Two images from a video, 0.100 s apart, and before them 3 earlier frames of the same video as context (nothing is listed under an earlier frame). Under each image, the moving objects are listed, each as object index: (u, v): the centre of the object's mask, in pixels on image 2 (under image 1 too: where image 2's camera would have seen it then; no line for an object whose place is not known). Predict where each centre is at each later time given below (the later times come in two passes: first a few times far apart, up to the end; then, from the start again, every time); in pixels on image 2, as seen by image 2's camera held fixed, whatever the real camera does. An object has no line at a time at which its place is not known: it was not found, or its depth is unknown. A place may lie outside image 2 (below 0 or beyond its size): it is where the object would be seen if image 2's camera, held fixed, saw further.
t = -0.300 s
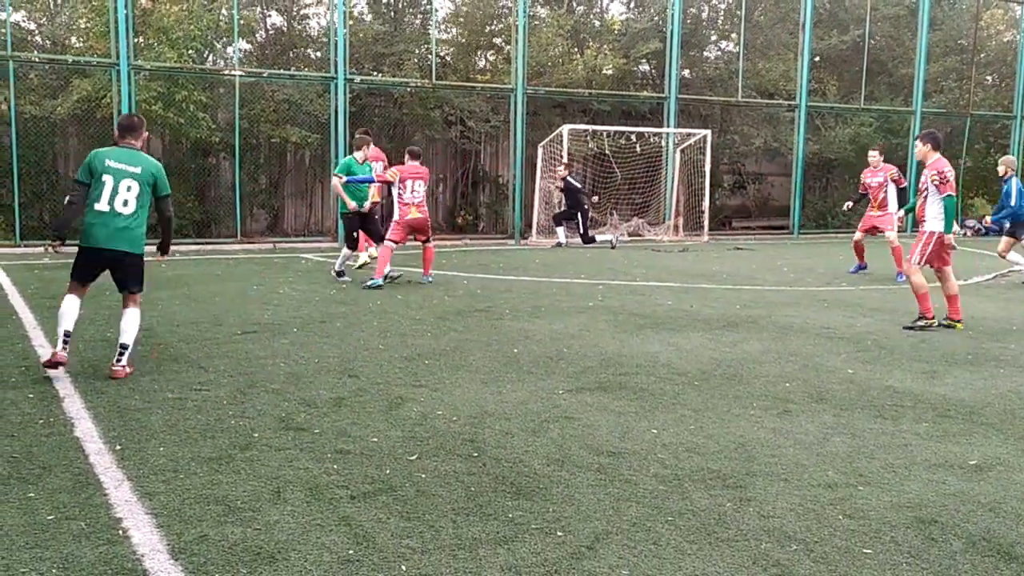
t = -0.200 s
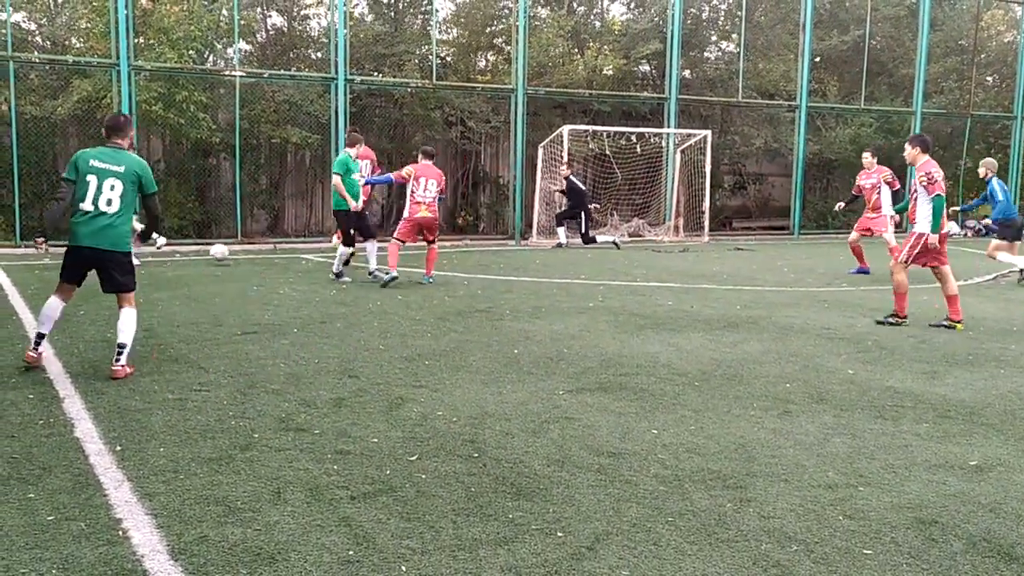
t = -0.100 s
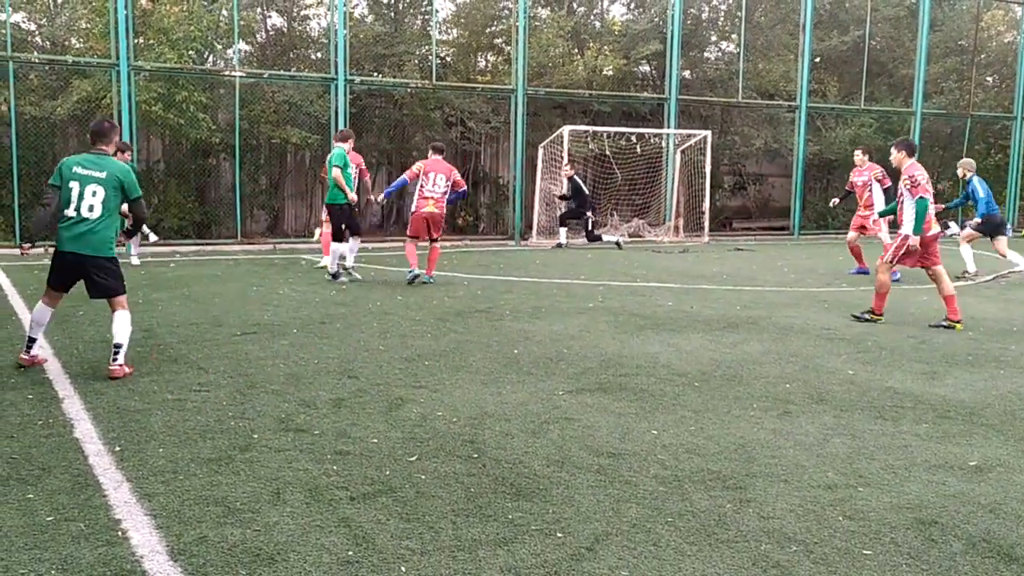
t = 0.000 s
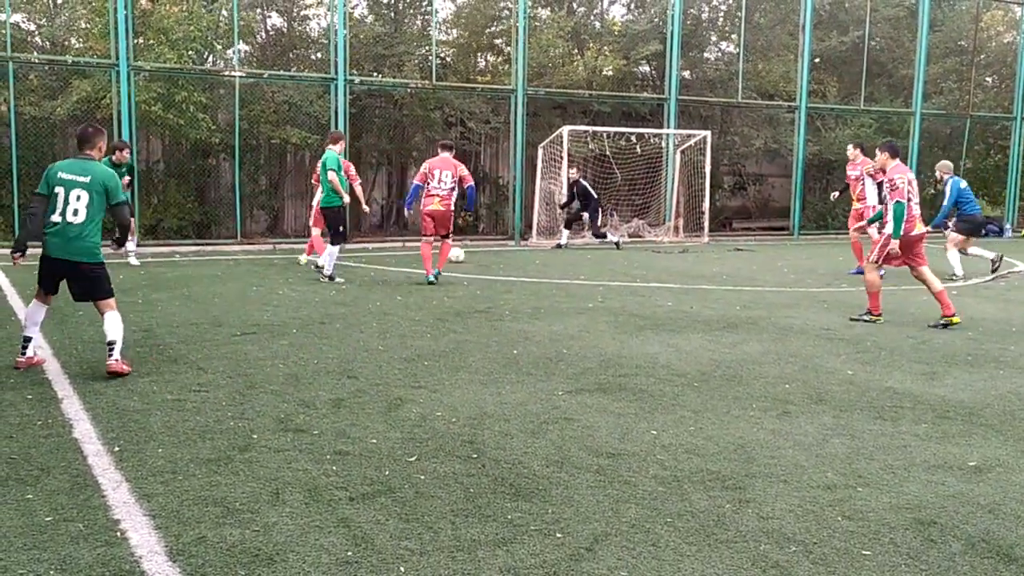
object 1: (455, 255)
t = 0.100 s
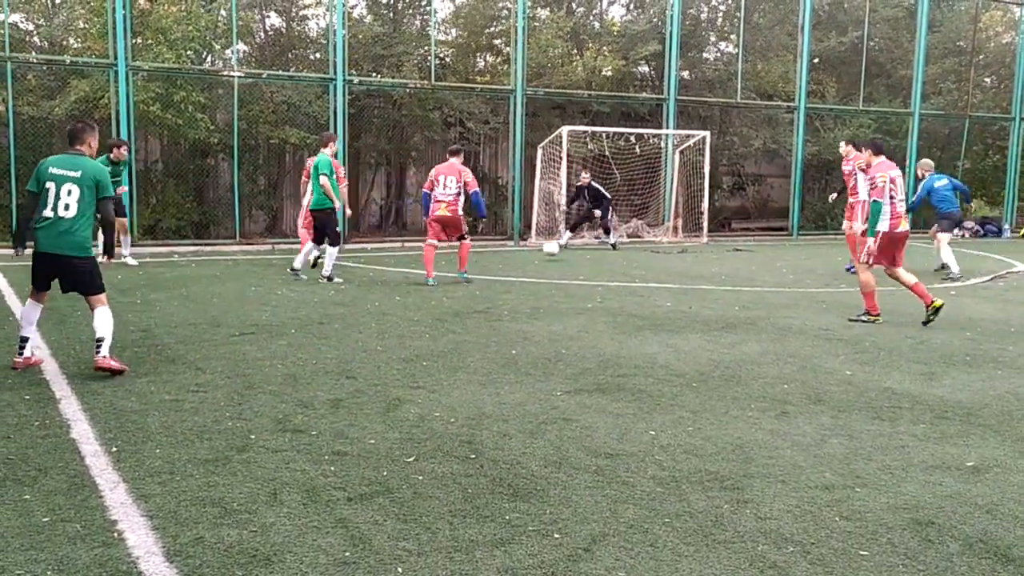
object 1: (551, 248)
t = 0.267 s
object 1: (694, 250)
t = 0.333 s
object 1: (744, 250)
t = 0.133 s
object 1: (581, 247)
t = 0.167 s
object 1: (610, 246)
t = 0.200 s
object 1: (639, 247)
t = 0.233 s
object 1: (667, 248)
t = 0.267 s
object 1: (694, 250)
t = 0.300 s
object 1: (720, 251)
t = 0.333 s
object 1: (744, 250)
